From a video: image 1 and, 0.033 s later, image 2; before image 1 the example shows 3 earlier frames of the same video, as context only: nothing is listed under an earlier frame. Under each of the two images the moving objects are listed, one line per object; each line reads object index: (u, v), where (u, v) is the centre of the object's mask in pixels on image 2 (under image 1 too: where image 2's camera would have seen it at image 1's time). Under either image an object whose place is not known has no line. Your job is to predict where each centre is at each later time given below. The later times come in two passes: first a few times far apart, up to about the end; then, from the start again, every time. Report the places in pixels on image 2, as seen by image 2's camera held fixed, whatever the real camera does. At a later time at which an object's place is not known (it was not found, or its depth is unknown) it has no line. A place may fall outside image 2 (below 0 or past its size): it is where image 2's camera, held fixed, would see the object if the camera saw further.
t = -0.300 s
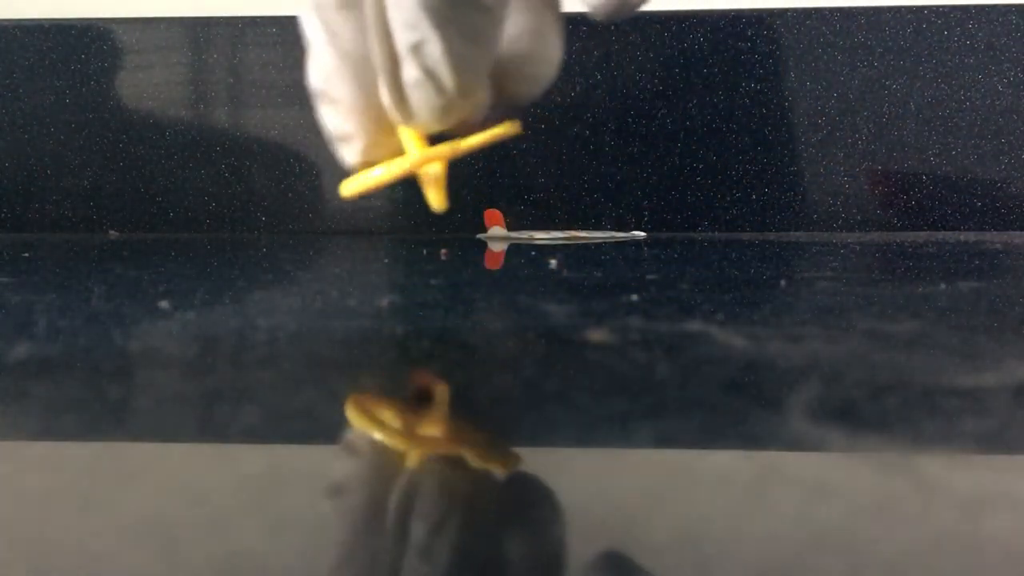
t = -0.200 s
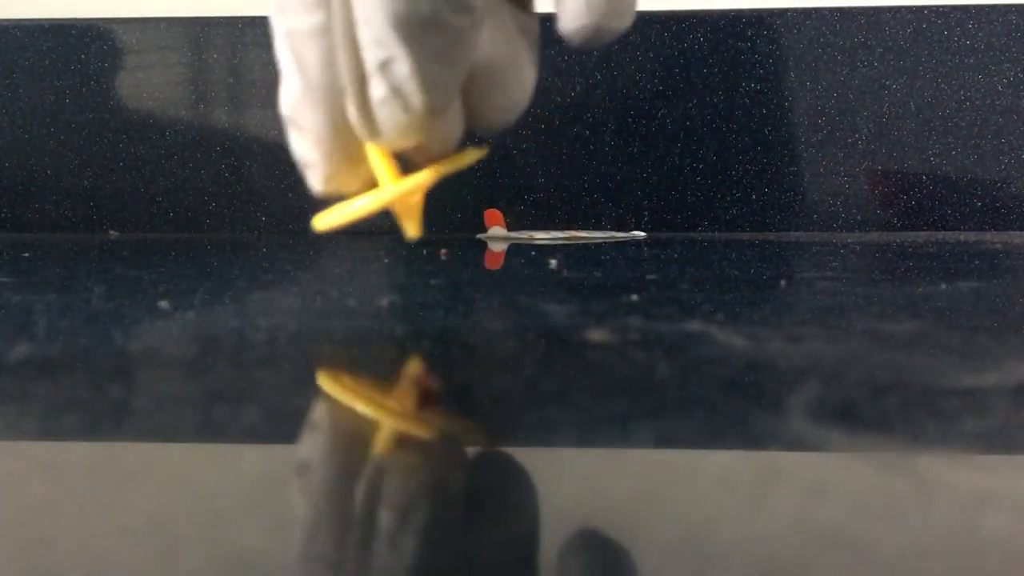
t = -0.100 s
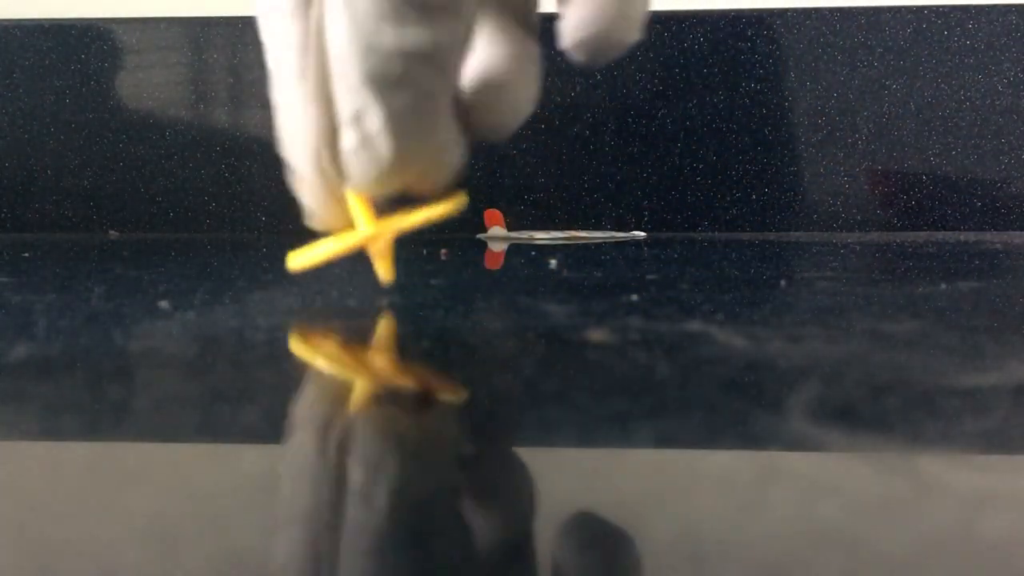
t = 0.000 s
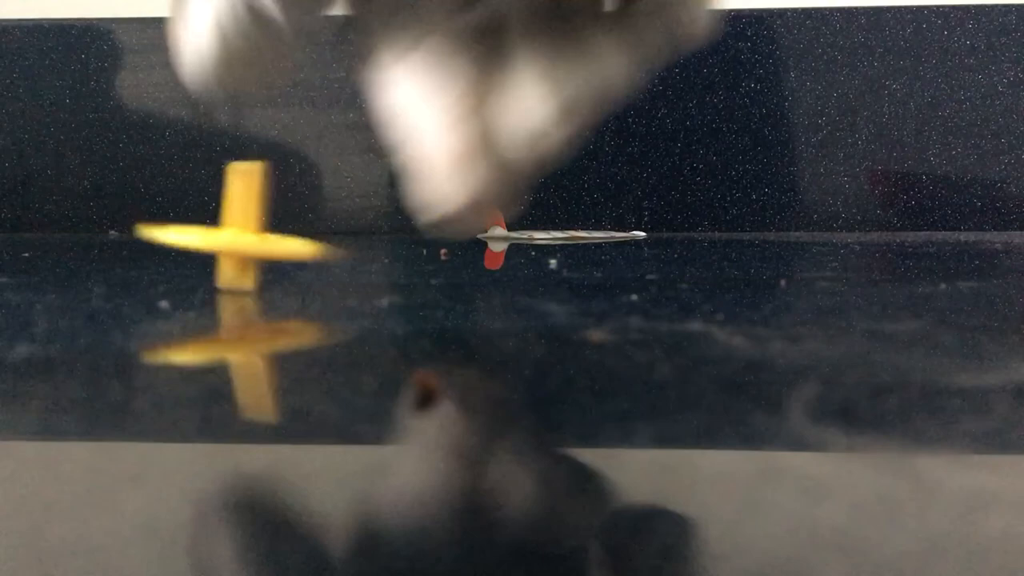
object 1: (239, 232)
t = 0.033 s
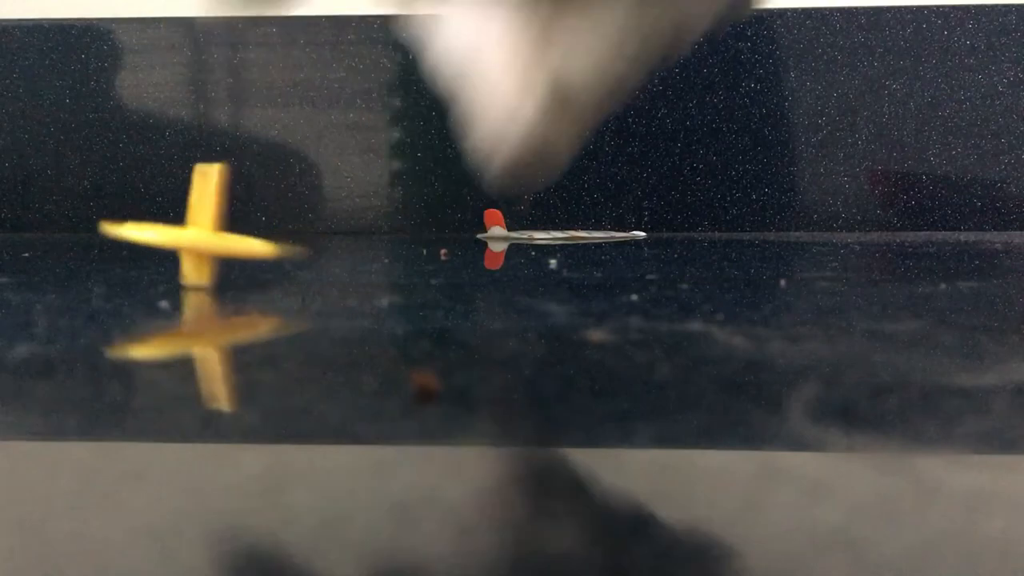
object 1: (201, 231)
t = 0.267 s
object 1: (161, 231)
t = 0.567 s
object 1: (238, 230)
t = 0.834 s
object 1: (301, 229)
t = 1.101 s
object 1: (279, 230)
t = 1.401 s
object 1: (192, 232)
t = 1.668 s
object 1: (159, 230)
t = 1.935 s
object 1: (205, 230)
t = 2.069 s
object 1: (239, 229)
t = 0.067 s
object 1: (175, 231)
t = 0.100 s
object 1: (158, 231)
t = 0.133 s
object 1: (150, 232)
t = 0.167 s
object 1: (149, 232)
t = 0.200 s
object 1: (153, 232)
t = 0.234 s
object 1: (157, 232)
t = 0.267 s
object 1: (161, 231)
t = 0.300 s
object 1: (163, 231)
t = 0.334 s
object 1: (168, 230)
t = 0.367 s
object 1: (175, 229)
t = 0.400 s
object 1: (182, 229)
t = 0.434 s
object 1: (192, 230)
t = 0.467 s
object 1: (202, 230)
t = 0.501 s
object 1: (213, 230)
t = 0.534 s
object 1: (225, 230)
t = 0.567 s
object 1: (238, 230)
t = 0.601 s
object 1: (250, 229)
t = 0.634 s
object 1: (257, 229)
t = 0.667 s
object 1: (266, 229)
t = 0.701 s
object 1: (272, 229)
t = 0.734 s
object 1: (280, 230)
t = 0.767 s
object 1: (288, 230)
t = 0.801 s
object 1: (294, 230)
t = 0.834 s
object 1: (301, 229)
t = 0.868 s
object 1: (304, 229)
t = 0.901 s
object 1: (302, 229)
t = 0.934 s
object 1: (299, 230)
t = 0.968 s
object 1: (295, 230)
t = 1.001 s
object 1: (293, 230)
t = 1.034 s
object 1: (290, 230)
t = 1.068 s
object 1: (287, 230)
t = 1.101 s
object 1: (279, 230)
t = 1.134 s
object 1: (268, 232)
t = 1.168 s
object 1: (256, 233)
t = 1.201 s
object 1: (247, 232)
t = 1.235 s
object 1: (240, 232)
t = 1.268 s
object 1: (237, 232)
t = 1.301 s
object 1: (226, 232)
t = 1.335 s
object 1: (211, 233)
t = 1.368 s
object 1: (198, 233)
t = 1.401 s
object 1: (192, 232)
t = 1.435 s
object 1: (188, 232)
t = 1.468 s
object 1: (180, 232)
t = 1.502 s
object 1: (169, 232)
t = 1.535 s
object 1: (162, 231)
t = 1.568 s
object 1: (161, 231)
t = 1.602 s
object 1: (164, 231)
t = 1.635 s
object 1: (165, 231)
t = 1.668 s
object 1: (159, 230)
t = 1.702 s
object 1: (159, 230)
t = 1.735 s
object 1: (165, 231)
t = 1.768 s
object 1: (174, 232)
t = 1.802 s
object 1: (178, 230)
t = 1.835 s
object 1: (179, 230)
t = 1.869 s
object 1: (188, 231)
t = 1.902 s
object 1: (199, 231)
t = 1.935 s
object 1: (205, 230)
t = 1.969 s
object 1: (208, 230)
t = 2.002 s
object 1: (218, 231)
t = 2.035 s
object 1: (231, 231)
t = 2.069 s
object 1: (239, 229)
